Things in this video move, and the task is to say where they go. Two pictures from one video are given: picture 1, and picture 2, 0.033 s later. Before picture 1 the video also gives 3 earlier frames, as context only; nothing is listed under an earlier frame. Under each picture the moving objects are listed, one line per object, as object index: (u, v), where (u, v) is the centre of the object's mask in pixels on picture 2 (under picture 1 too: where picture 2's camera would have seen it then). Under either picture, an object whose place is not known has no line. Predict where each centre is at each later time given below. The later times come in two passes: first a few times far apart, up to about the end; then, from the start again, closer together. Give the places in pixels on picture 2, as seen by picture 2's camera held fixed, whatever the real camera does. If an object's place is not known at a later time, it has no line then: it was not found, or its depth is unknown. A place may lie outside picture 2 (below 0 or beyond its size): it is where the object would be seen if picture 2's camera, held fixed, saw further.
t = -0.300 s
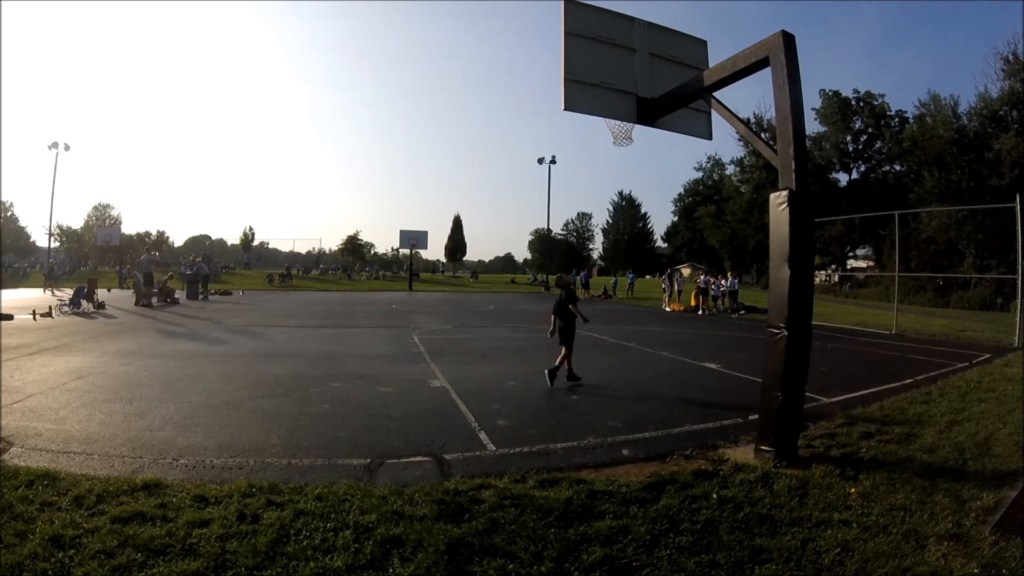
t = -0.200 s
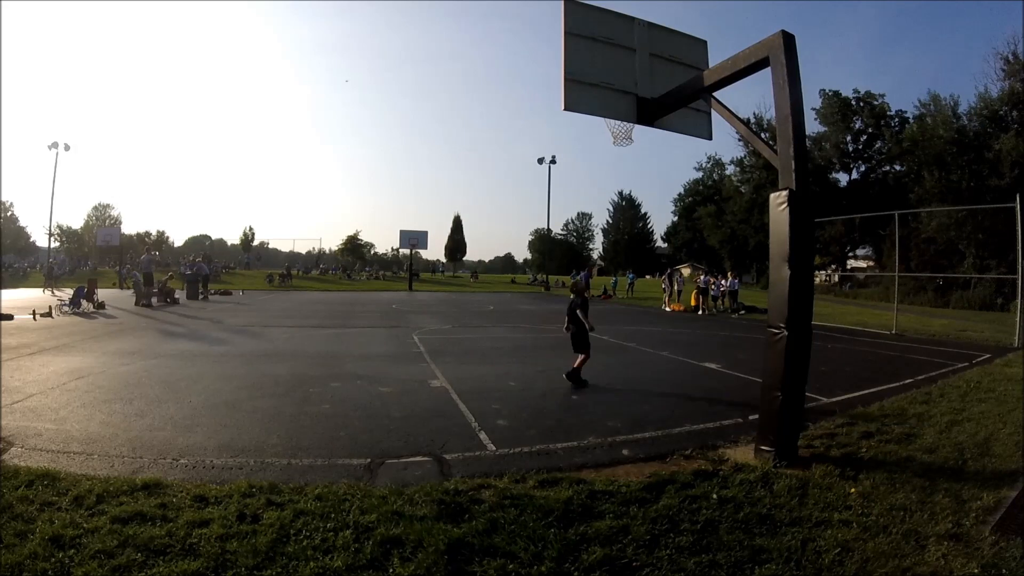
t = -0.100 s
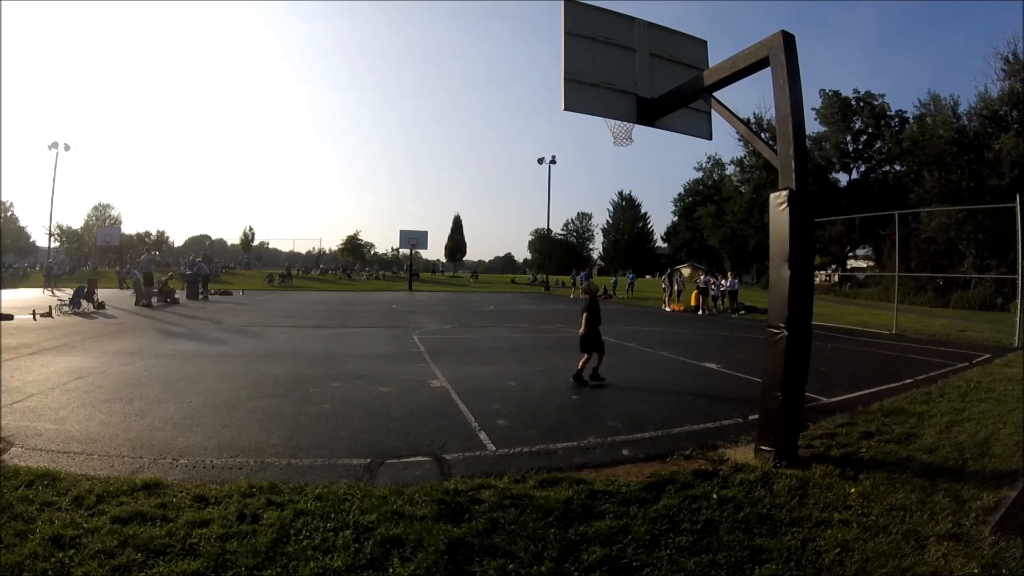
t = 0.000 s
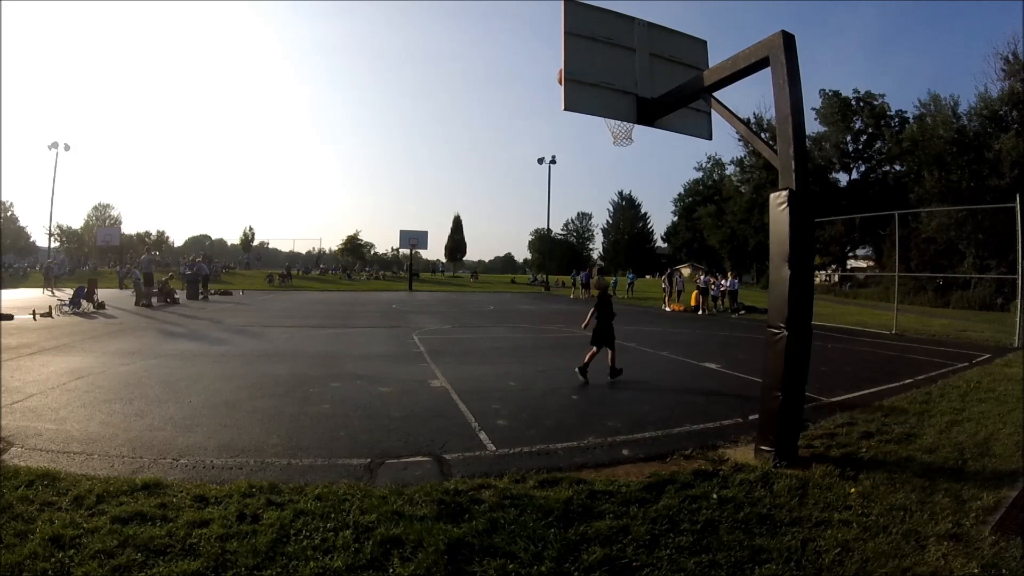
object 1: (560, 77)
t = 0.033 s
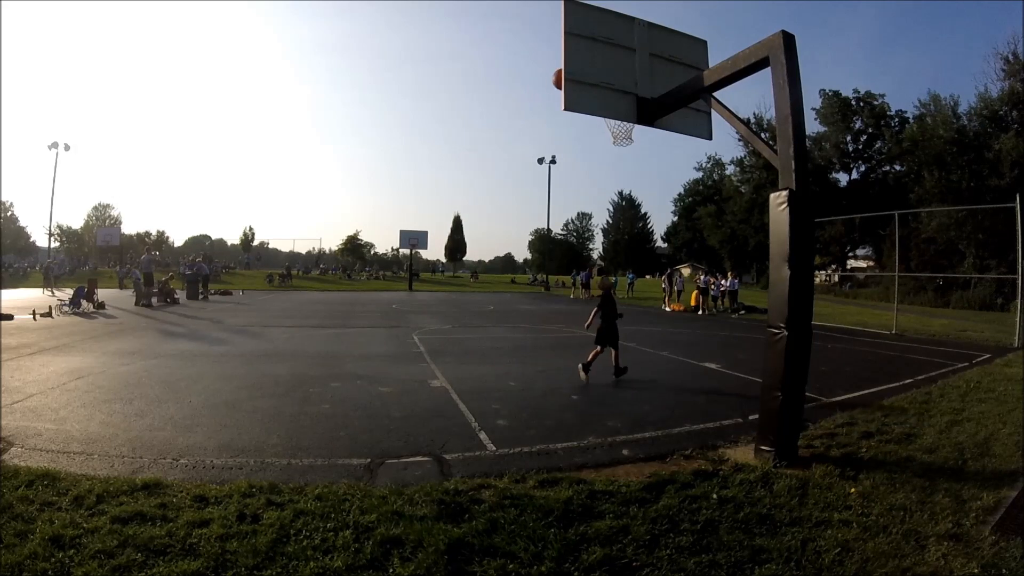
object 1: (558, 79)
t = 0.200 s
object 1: (537, 106)
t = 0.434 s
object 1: (498, 195)
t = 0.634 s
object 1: (463, 329)
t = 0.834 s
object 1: (436, 327)
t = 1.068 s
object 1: (411, 231)
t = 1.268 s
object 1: (389, 193)
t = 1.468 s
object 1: (365, 199)
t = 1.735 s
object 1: (328, 281)
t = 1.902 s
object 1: (308, 379)
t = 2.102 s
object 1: (283, 330)
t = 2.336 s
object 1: (255, 274)
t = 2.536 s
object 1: (230, 277)
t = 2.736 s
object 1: (206, 331)
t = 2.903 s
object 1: (189, 403)
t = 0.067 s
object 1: (555, 82)
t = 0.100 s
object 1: (552, 87)
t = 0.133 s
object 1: (548, 92)
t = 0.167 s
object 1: (543, 98)
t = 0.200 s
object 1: (537, 106)
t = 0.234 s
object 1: (532, 114)
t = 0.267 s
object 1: (527, 124)
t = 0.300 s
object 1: (521, 136)
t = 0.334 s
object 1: (515, 148)
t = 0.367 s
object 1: (510, 162)
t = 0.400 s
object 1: (504, 178)
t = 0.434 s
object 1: (498, 195)
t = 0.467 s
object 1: (492, 214)
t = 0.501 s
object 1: (487, 234)
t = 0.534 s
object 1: (481, 255)
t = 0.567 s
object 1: (474, 278)
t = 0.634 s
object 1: (463, 329)
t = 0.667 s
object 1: (457, 356)
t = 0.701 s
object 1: (451, 384)
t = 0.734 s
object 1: (447, 384)
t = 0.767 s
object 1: (443, 364)
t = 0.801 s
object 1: (440, 345)
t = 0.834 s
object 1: (436, 327)
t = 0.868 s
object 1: (432, 311)
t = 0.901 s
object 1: (429, 294)
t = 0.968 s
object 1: (422, 266)
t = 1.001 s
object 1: (418, 253)
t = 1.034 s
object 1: (415, 241)
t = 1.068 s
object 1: (411, 231)
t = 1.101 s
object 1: (407, 222)
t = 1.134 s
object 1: (404, 214)
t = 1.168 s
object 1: (400, 207)
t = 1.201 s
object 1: (397, 201)
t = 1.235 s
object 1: (393, 196)
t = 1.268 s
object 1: (389, 193)
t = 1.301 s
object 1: (385, 191)
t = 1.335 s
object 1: (381, 190)
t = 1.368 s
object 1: (377, 190)
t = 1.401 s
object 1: (373, 192)
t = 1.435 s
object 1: (369, 195)
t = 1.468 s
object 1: (365, 199)
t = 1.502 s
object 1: (361, 204)
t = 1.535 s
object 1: (356, 211)
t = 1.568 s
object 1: (352, 219)
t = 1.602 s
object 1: (347, 229)
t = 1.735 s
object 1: (328, 281)
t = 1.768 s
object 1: (324, 298)
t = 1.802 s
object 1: (320, 316)
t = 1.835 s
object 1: (316, 336)
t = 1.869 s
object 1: (312, 357)
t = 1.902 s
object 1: (308, 379)
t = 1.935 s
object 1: (305, 403)
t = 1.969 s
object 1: (300, 389)
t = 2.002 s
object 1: (296, 373)
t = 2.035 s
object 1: (291, 358)
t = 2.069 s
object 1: (287, 343)
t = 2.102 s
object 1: (283, 330)
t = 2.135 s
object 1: (279, 319)
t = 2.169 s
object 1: (275, 308)
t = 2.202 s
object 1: (271, 299)
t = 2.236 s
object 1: (267, 291)
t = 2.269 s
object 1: (263, 284)
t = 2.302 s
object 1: (259, 278)
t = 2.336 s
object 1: (255, 274)
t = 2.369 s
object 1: (251, 271)
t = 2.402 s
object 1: (247, 269)
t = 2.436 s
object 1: (243, 269)
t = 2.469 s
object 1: (239, 270)
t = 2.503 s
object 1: (235, 273)
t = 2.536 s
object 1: (230, 277)
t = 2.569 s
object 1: (226, 282)
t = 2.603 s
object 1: (222, 289)
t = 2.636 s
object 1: (218, 297)
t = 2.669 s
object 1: (214, 307)
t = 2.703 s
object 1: (210, 318)
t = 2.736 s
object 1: (206, 331)
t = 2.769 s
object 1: (202, 344)
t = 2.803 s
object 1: (199, 360)
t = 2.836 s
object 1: (195, 376)
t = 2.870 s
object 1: (193, 394)
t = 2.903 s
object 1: (189, 403)
